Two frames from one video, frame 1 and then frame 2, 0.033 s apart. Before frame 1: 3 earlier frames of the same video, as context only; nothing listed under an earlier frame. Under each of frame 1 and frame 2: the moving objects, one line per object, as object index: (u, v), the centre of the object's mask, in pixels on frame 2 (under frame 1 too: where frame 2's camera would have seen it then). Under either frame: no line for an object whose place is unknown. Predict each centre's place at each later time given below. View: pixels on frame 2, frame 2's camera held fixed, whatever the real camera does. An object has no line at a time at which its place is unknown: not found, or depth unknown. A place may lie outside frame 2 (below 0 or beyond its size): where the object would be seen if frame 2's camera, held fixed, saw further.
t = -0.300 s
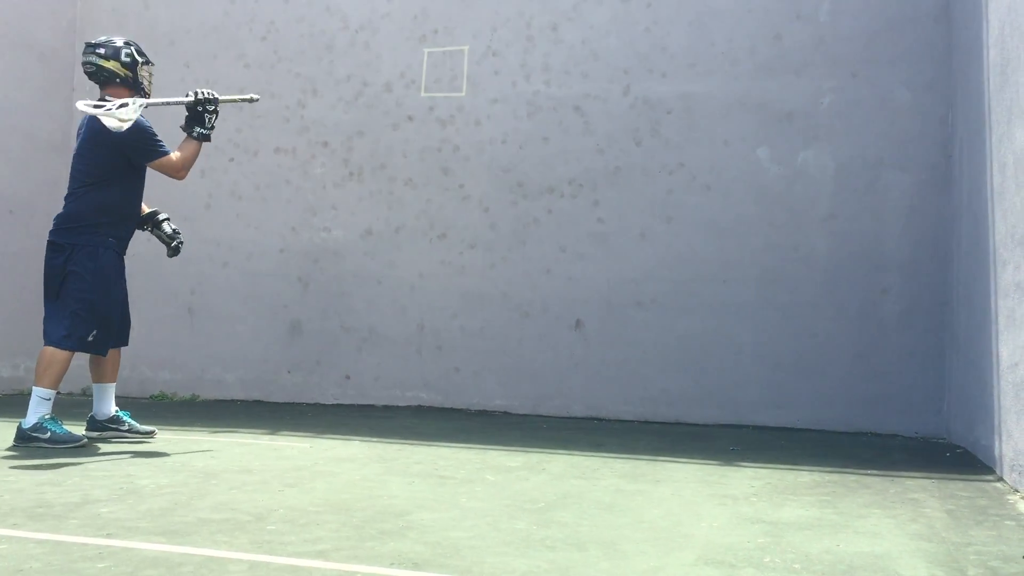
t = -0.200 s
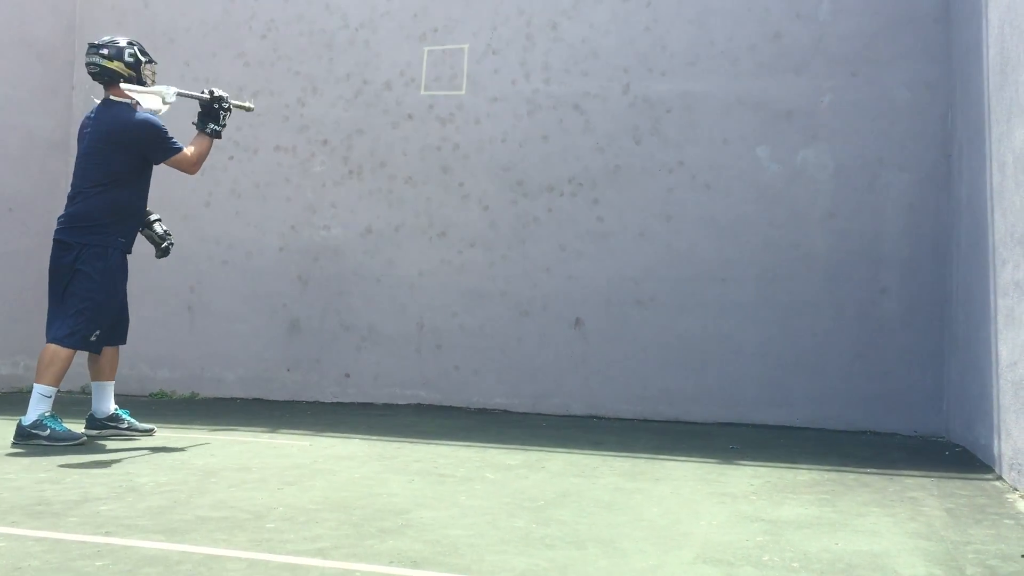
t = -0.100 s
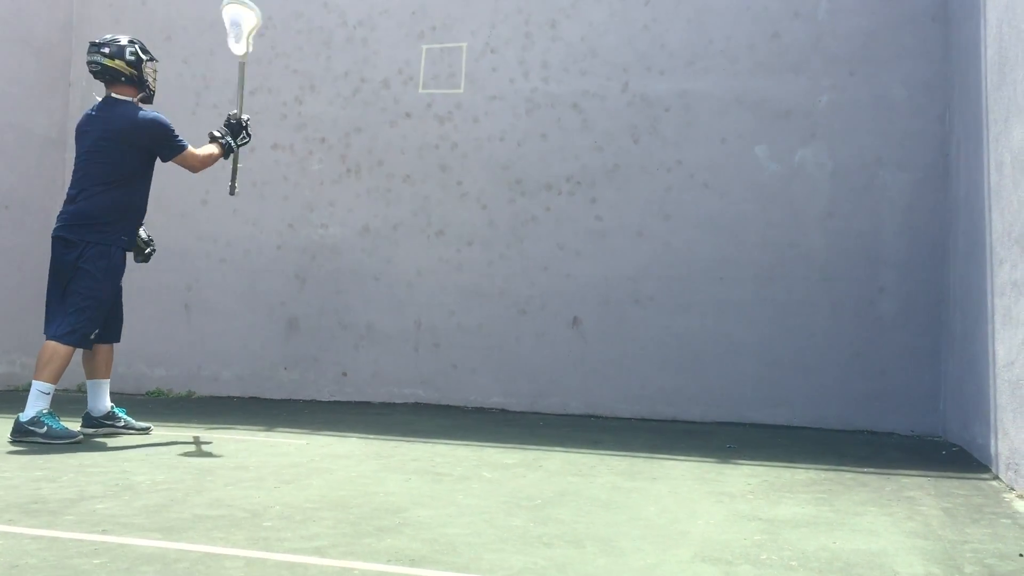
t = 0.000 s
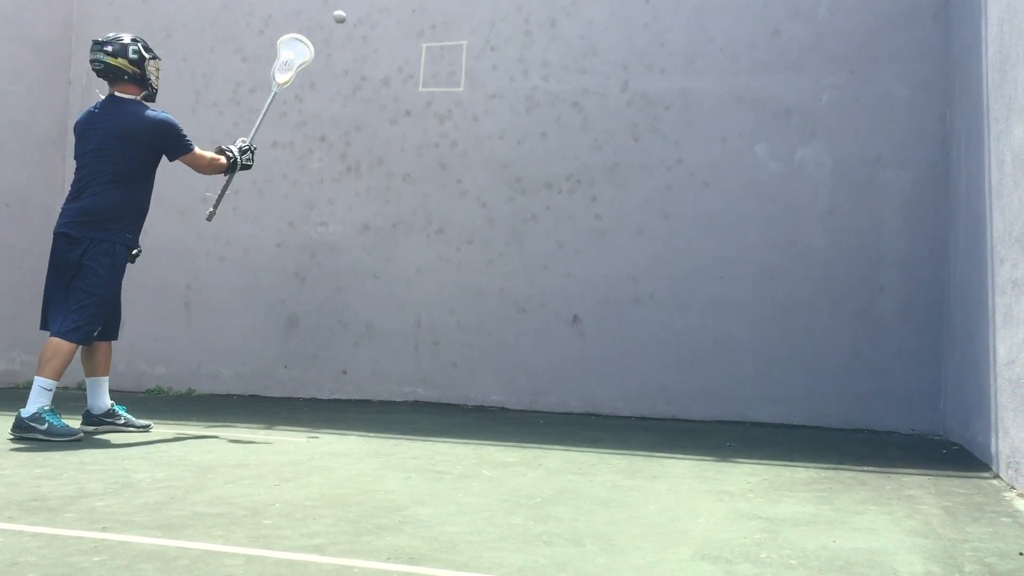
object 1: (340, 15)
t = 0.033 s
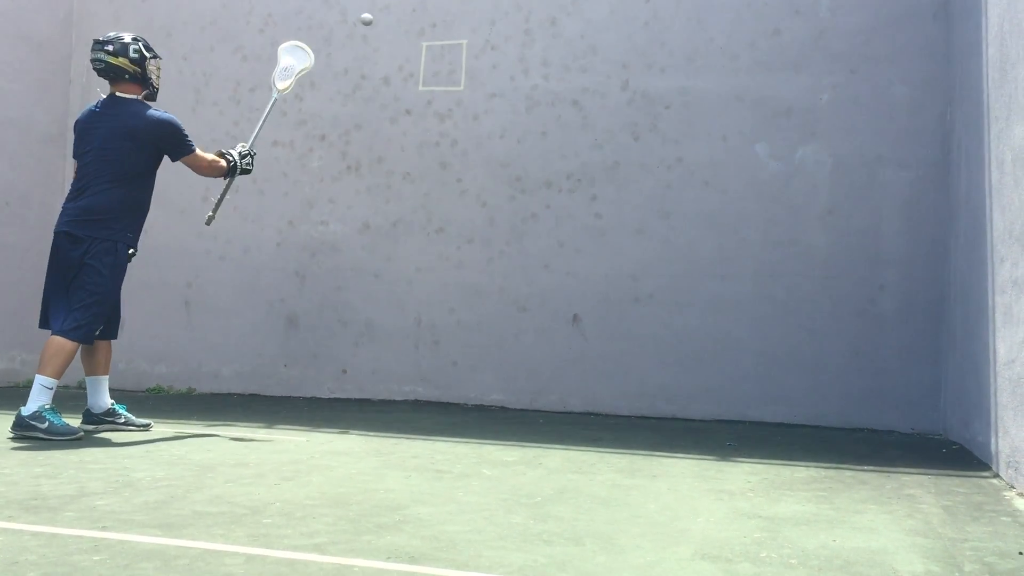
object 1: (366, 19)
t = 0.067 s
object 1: (391, 25)
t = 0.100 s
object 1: (413, 31)
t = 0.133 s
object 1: (433, 39)
